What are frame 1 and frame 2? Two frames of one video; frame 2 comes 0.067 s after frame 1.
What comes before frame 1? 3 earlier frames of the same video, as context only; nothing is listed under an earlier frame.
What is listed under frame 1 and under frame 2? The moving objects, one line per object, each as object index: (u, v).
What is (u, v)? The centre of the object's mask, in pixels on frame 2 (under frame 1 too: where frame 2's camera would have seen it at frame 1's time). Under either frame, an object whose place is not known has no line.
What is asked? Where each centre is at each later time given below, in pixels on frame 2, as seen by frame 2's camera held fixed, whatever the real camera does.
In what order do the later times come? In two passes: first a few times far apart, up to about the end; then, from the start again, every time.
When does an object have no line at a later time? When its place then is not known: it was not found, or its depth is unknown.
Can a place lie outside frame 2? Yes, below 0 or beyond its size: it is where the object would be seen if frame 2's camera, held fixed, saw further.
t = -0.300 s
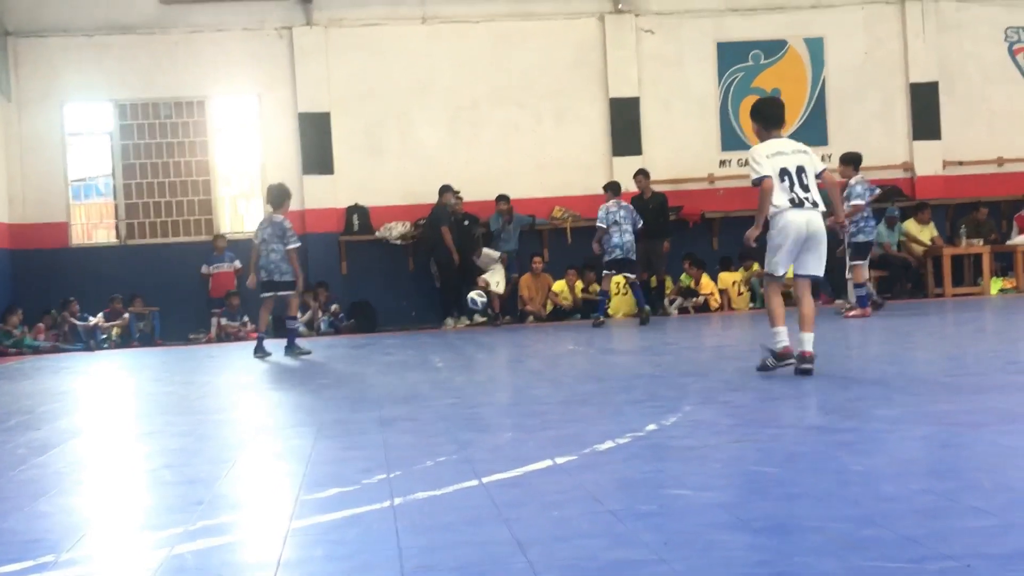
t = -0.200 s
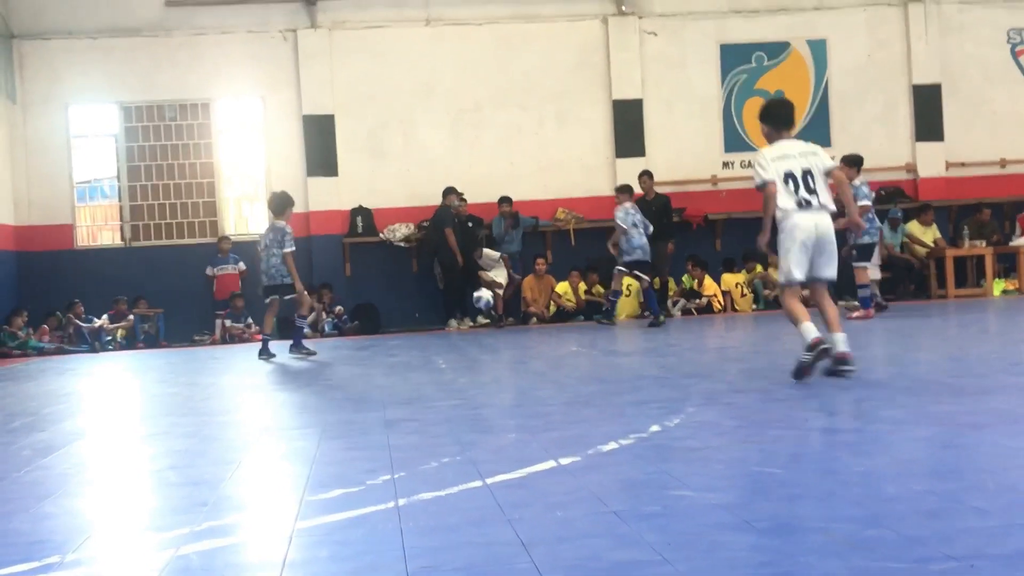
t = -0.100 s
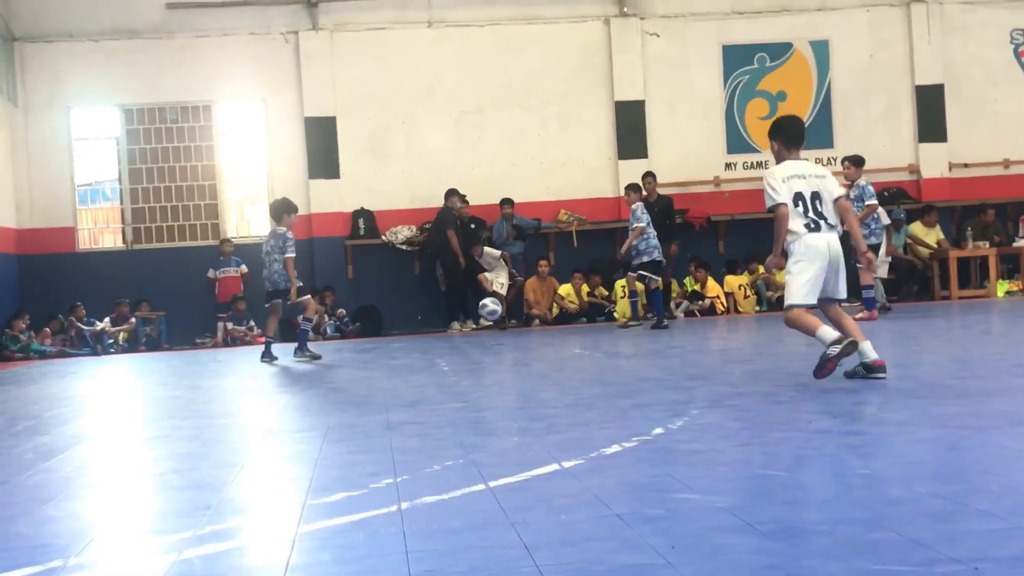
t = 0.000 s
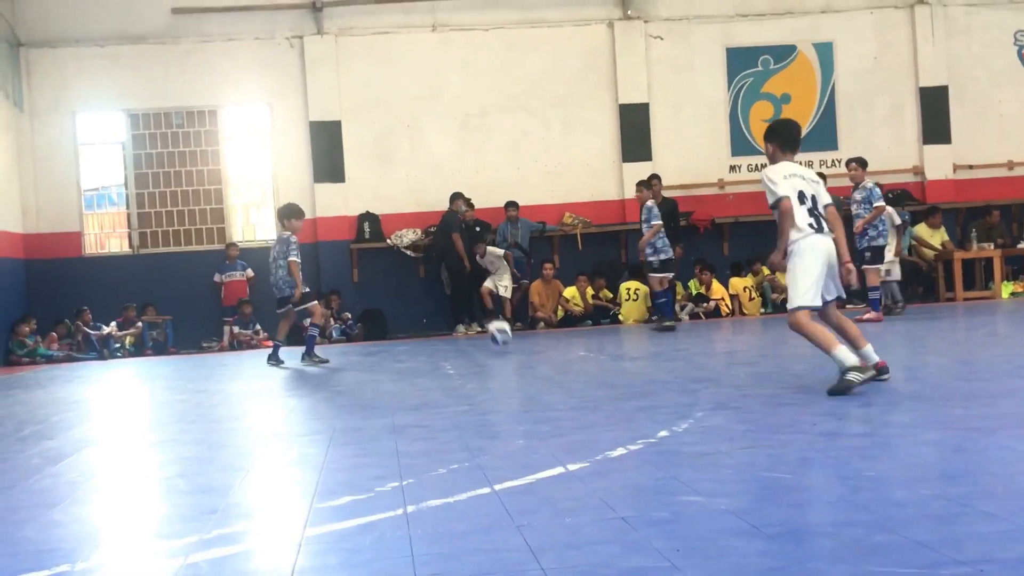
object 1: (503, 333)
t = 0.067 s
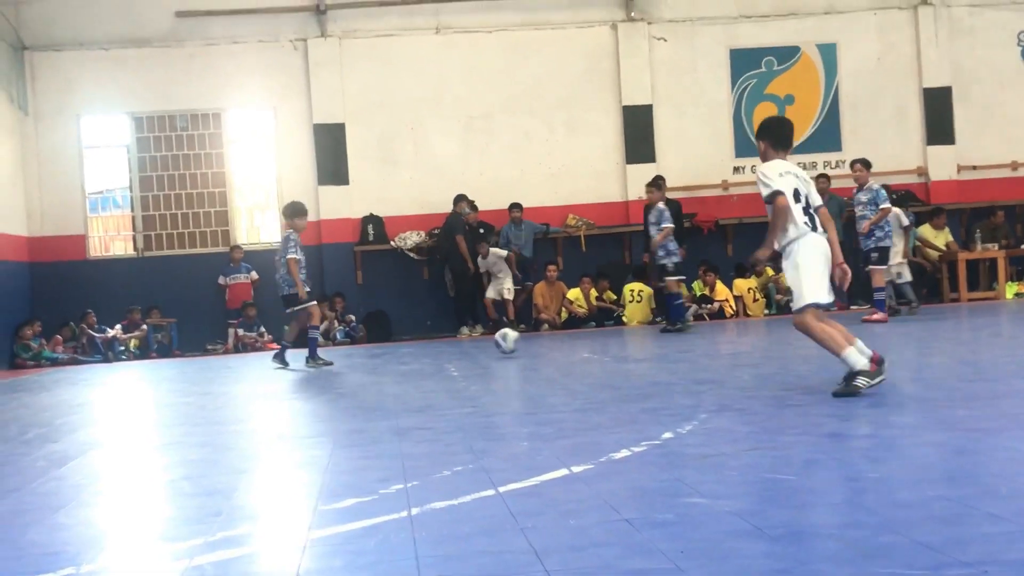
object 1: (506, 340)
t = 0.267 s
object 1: (520, 350)
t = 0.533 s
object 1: (541, 359)
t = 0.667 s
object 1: (555, 370)
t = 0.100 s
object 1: (509, 338)
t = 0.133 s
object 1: (511, 339)
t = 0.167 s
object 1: (513, 339)
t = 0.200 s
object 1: (515, 341)
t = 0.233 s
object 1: (518, 344)
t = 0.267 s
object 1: (520, 350)
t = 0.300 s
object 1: (523, 352)
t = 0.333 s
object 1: (524, 349)
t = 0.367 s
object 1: (528, 349)
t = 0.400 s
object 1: (530, 351)
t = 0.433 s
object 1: (533, 355)
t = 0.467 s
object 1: (536, 361)
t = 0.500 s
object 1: (539, 359)
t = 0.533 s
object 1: (541, 359)
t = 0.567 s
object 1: (545, 361)
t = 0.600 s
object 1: (548, 364)
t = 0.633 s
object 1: (552, 369)
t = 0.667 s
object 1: (555, 370)
